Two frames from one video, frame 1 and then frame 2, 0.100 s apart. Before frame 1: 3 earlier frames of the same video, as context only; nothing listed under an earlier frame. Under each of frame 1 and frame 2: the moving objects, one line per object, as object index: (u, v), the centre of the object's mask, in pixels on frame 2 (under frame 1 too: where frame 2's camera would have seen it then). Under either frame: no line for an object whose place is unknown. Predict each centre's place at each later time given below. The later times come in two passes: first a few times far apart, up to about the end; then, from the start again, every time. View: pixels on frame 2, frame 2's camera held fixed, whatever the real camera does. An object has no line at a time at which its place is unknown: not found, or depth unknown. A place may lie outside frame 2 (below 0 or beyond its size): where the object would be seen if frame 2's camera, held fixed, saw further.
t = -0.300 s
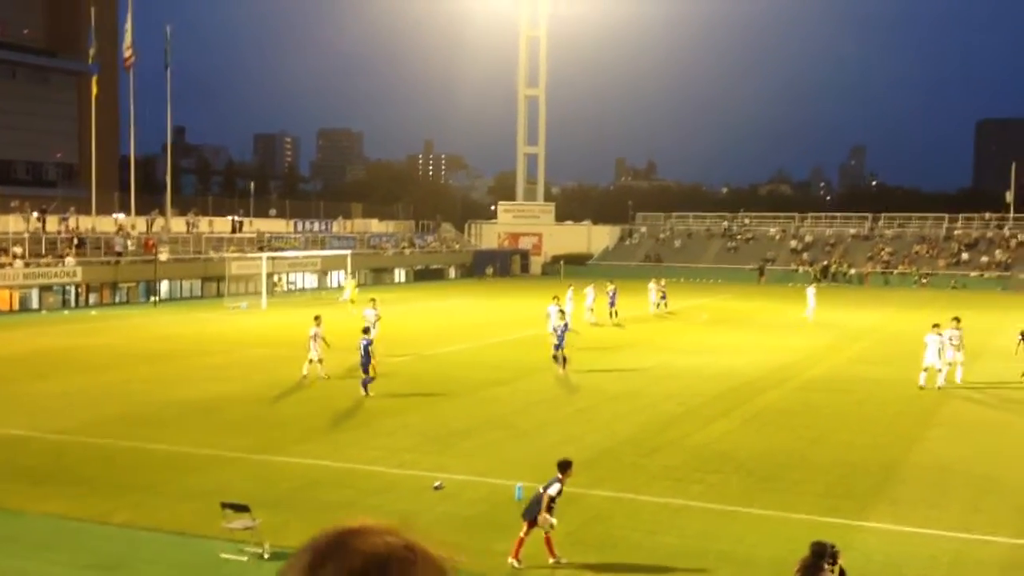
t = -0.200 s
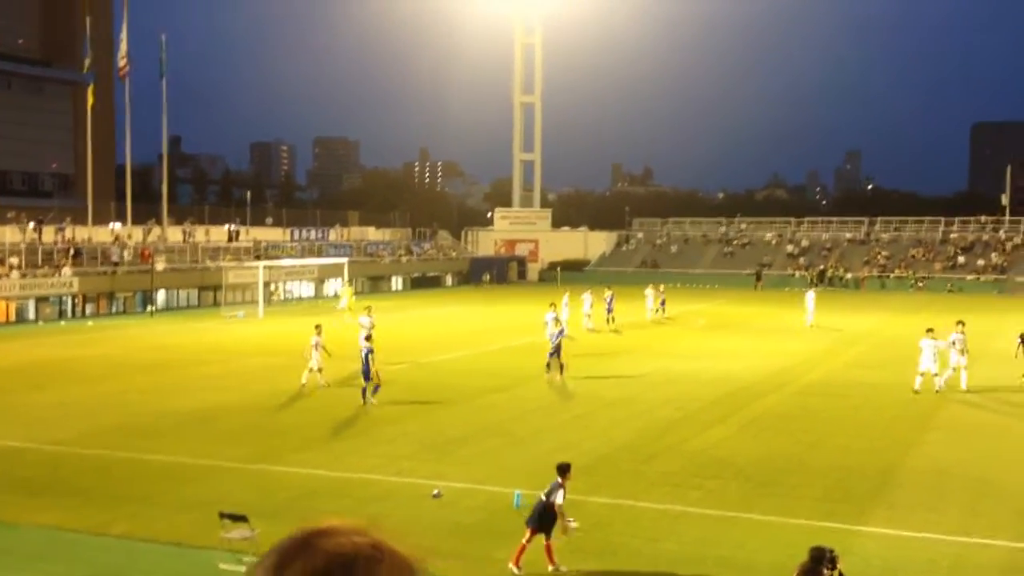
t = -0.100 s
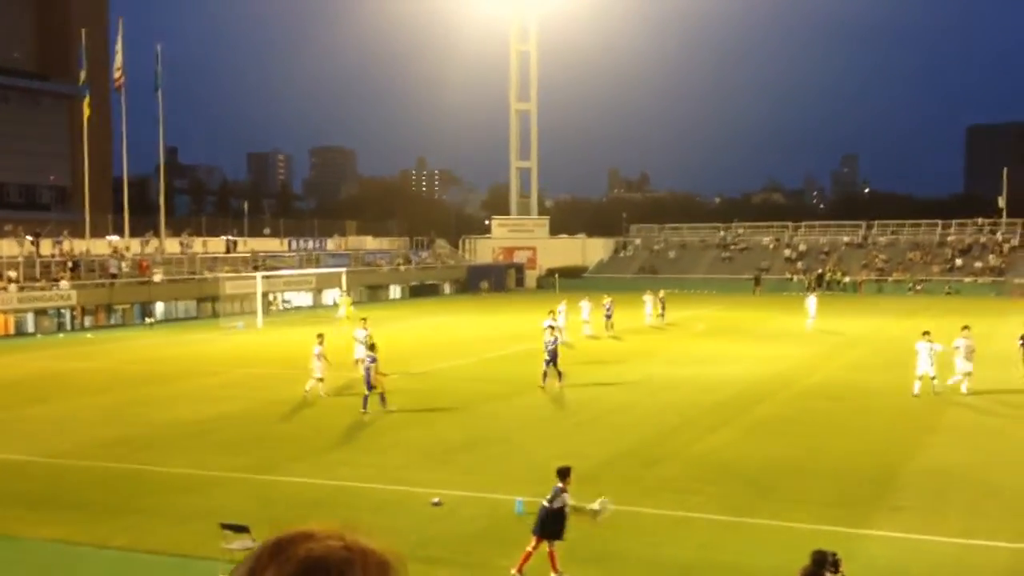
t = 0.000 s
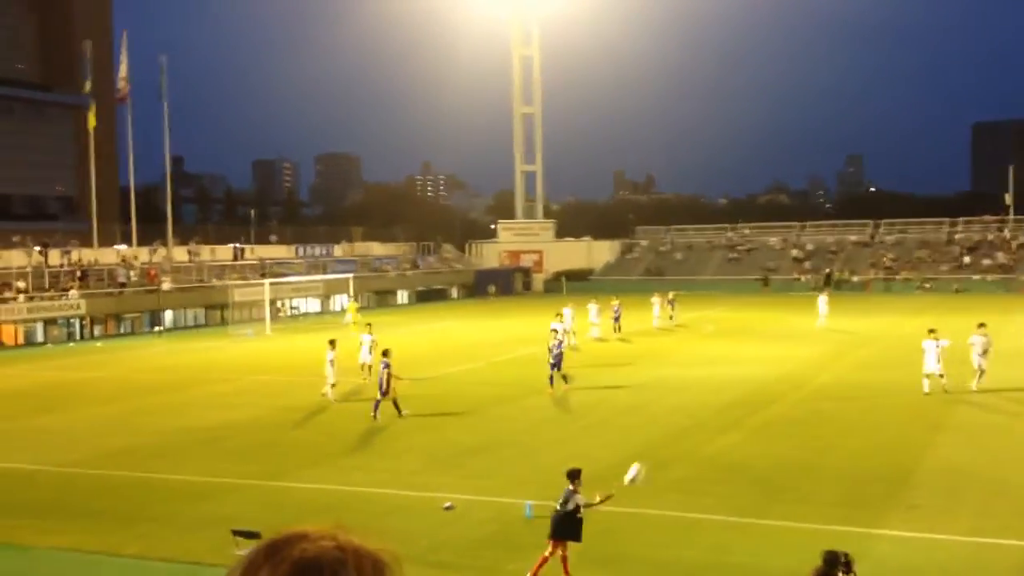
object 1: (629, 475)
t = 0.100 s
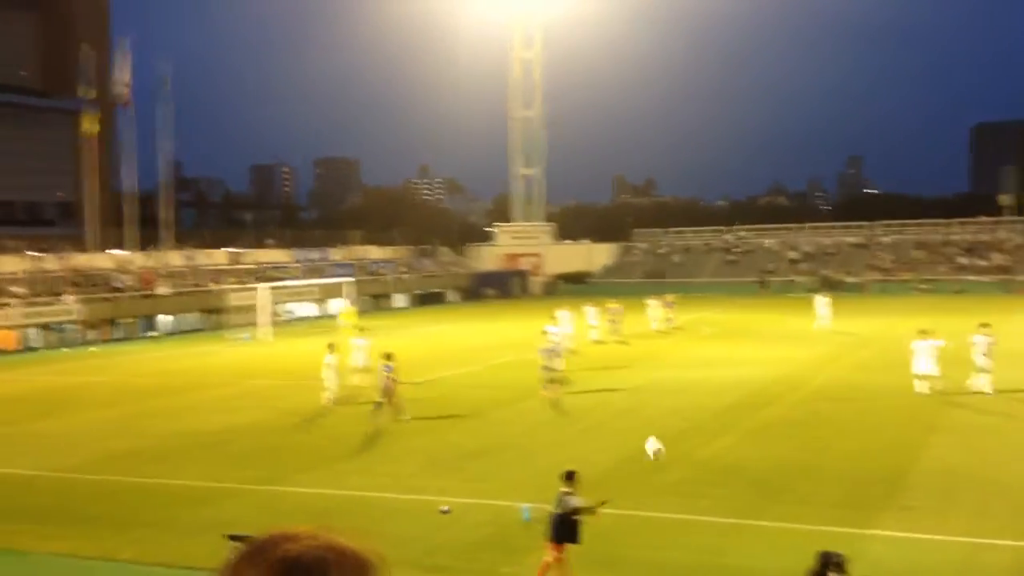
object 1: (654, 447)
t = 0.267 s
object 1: (693, 416)
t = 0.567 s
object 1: (762, 417)
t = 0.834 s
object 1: (822, 475)
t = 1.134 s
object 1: (878, 531)
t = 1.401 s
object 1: (912, 497)
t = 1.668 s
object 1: (947, 516)
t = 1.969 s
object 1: (984, 536)
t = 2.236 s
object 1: (1018, 544)
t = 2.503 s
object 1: (1051, 547)
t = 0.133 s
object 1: (661, 439)
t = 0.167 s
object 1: (669, 432)
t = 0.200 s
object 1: (677, 426)
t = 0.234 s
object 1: (685, 420)
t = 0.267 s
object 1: (693, 416)
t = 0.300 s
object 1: (700, 414)
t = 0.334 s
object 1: (708, 411)
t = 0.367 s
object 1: (715, 410)
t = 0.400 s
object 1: (723, 408)
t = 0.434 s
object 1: (730, 408)
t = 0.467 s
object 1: (739, 409)
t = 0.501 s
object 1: (746, 411)
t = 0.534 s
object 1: (754, 414)
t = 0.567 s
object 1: (762, 417)
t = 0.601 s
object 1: (769, 421)
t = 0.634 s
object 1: (777, 426)
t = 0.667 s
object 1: (784, 432)
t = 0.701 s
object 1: (792, 439)
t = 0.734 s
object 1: (799, 447)
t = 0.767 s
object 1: (806, 455)
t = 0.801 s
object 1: (814, 465)
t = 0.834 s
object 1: (822, 475)
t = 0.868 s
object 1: (829, 486)
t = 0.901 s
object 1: (836, 498)
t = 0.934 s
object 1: (843, 511)
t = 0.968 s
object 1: (849, 523)
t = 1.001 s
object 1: (856, 537)
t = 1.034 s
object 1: (863, 552)
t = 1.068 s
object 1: (868, 548)
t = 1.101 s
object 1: (873, 540)
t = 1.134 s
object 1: (878, 531)
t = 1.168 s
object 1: (883, 524)
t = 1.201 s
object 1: (886, 518)
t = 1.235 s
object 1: (890, 512)
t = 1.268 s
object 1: (895, 508)
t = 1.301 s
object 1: (899, 504)
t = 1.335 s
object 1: (904, 501)
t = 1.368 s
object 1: (908, 499)
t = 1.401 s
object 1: (912, 497)
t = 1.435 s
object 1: (916, 497)
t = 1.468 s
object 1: (920, 497)
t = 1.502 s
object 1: (924, 497)
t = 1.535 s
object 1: (928, 499)
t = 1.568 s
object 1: (933, 502)
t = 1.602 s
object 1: (937, 506)
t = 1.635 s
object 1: (942, 510)
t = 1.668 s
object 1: (947, 516)
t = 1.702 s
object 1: (950, 521)
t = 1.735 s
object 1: (954, 528)
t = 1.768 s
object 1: (958, 535)
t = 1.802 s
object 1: (963, 545)
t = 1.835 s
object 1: (967, 551)
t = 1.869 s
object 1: (971, 547)
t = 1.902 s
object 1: (976, 543)
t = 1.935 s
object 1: (980, 539)
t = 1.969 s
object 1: (984, 536)
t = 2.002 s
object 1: (988, 534)
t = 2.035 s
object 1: (993, 534)
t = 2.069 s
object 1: (997, 533)
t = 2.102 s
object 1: (1000, 534)
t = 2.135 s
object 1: (1004, 534)
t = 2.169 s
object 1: (1008, 537)
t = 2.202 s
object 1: (1013, 540)
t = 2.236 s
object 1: (1018, 544)
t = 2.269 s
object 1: (1022, 549)
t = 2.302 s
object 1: (1026, 549)
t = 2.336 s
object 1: (1030, 547)
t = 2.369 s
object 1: (1034, 545)
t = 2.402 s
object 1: (1039, 545)
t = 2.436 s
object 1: (1042, 544)
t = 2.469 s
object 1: (1046, 546)
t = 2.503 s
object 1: (1051, 547)
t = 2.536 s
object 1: (1055, 549)
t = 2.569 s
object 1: (1060, 549)
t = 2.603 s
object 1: (1065, 548)
